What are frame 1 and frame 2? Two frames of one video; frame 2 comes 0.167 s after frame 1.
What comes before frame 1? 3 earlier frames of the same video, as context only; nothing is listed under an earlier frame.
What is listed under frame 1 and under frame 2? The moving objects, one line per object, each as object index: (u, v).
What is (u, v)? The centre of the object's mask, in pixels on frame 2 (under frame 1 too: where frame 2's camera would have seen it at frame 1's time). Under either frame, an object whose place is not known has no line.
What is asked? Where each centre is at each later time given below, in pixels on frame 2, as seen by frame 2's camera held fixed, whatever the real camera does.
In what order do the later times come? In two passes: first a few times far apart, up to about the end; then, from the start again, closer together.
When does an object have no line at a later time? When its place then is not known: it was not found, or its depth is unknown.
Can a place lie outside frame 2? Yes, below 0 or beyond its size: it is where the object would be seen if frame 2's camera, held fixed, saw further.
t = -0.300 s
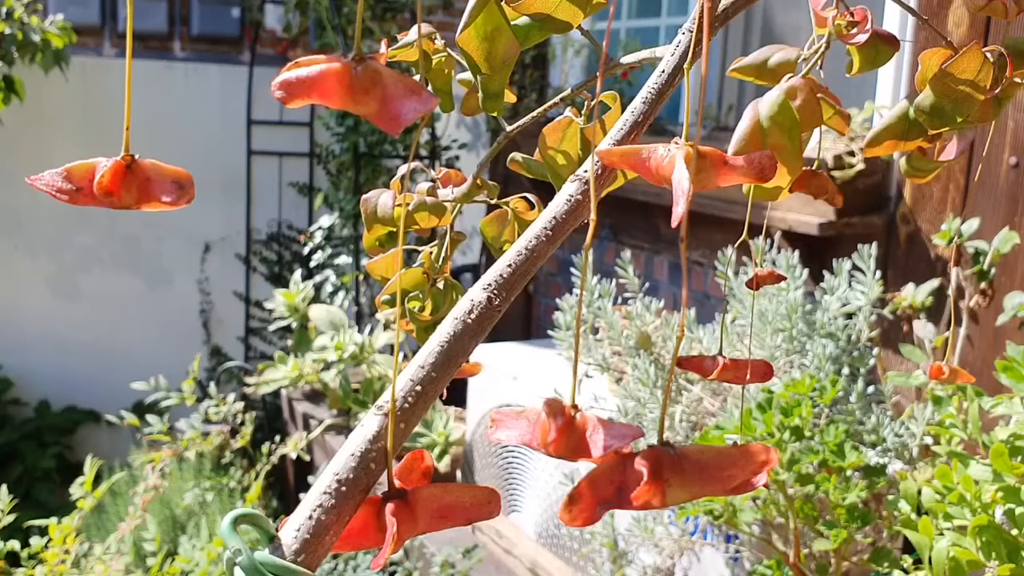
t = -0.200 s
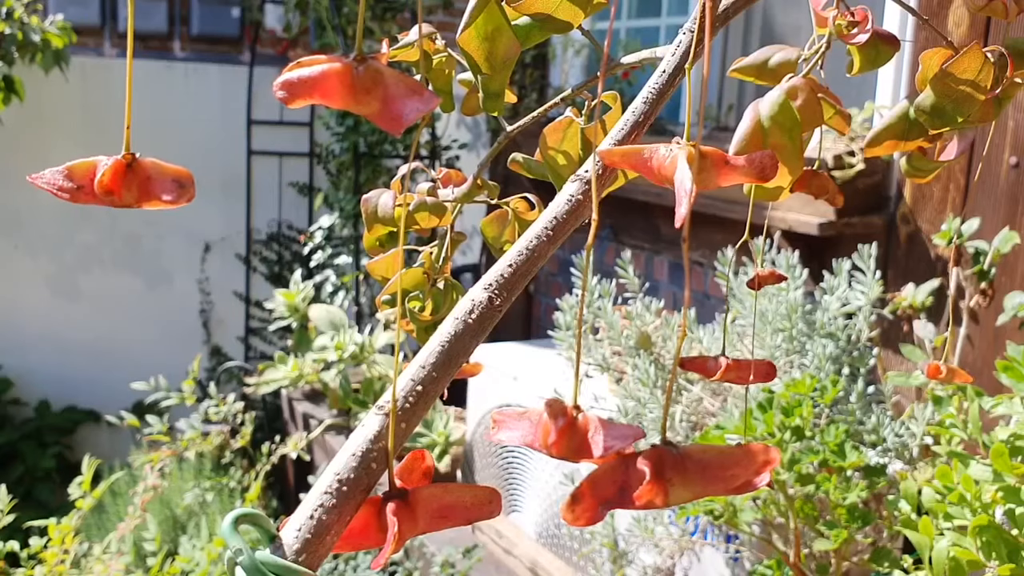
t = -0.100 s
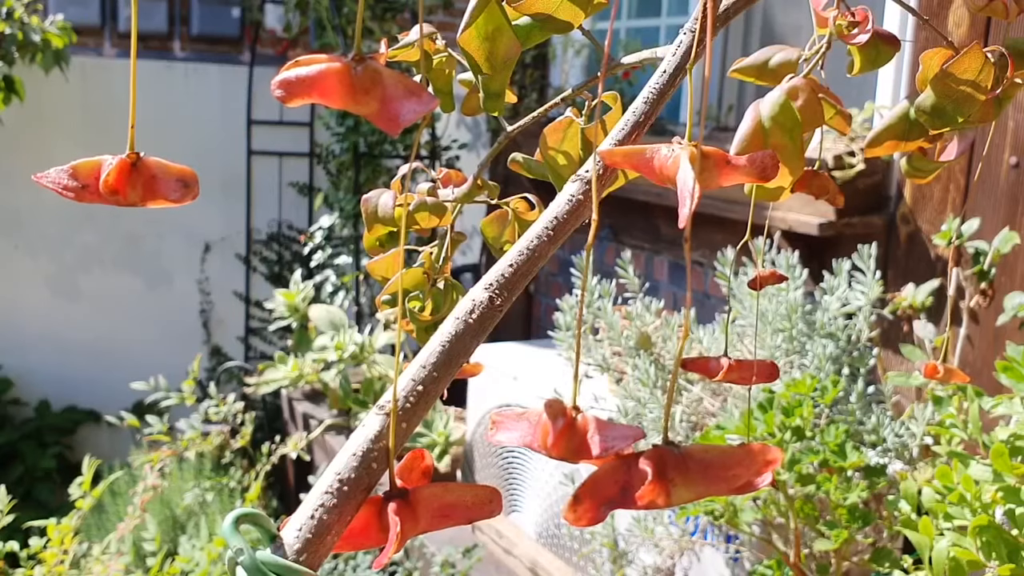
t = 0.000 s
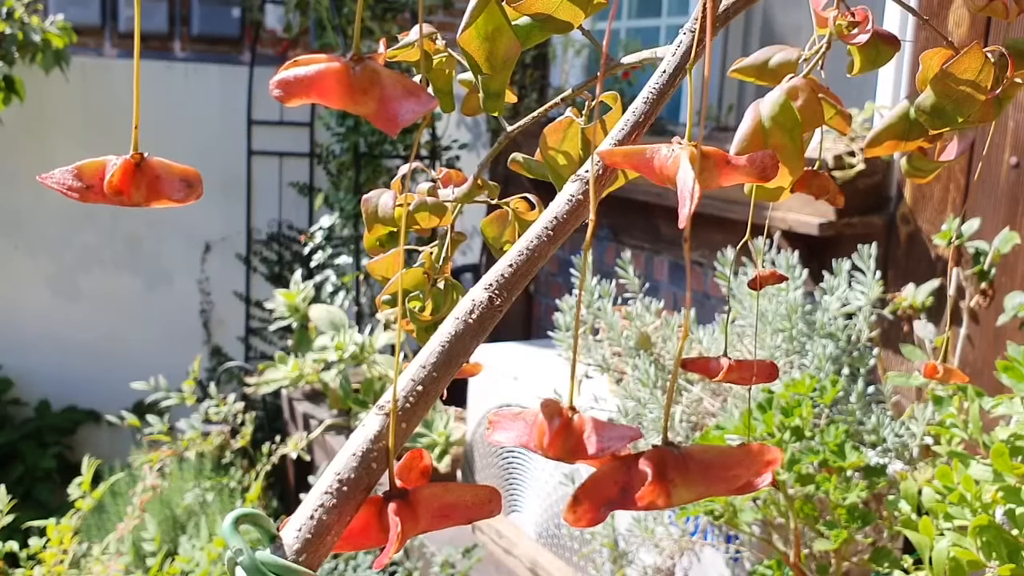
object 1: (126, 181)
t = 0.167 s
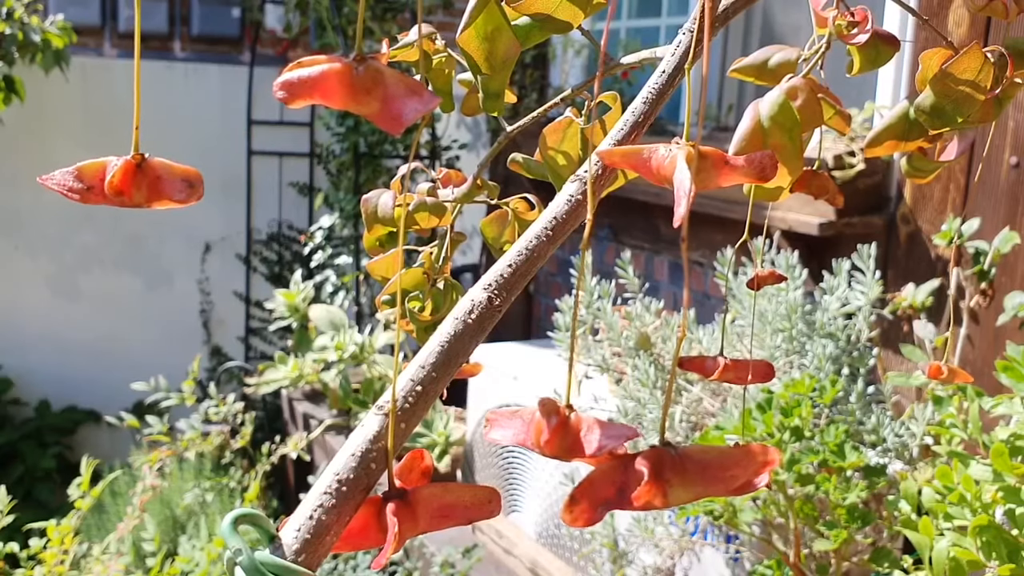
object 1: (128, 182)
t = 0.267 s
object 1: (124, 183)
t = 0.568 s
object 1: (120, 181)
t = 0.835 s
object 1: (129, 183)
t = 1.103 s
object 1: (116, 182)
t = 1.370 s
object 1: (127, 182)
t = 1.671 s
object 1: (118, 183)
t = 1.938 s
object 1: (123, 181)
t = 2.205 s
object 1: (126, 182)
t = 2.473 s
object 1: (116, 182)
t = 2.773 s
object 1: (129, 181)
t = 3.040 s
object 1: (118, 182)
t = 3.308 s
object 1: (125, 180)
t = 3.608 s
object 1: (122, 183)
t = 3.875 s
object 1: (124, 182)
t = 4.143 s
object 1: (124, 182)
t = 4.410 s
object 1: (121, 182)
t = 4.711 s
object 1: (125, 182)
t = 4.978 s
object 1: (120, 182)
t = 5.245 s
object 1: (124, 182)
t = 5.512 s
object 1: (124, 182)
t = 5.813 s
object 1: (122, 182)
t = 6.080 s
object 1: (125, 182)
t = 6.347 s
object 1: (118, 182)
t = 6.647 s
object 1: (125, 182)
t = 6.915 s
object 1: (120, 182)
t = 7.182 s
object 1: (122, 182)
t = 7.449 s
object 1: (124, 182)
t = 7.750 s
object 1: (119, 182)
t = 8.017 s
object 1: (125, 182)
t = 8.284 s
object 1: (119, 182)
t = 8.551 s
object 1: (123, 181)
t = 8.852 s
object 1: (121, 181)
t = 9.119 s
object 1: (121, 182)
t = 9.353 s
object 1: (125, 180)
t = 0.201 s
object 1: (127, 183)
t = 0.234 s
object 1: (126, 183)
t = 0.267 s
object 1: (124, 183)
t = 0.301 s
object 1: (122, 183)
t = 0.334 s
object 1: (121, 183)
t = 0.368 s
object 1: (119, 183)
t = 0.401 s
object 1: (118, 183)
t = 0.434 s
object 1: (118, 183)
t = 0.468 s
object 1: (118, 182)
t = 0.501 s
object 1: (118, 182)
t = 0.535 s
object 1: (119, 182)
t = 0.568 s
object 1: (120, 181)
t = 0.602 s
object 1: (122, 182)
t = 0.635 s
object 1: (124, 182)
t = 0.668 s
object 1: (126, 182)
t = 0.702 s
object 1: (128, 182)
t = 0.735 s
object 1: (129, 182)
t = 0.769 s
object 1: (129, 182)
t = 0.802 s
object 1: (129, 182)
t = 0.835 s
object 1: (129, 183)
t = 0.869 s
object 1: (127, 183)
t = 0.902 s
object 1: (125, 183)
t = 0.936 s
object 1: (123, 183)
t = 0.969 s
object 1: (121, 183)
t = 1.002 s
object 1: (119, 183)
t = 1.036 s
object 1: (118, 183)
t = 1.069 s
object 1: (117, 183)
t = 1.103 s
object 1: (116, 182)
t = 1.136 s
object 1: (116, 182)
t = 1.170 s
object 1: (117, 182)
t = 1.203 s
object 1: (118, 181)
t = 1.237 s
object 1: (120, 181)
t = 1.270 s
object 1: (122, 181)
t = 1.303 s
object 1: (124, 181)
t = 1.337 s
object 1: (126, 181)
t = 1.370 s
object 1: (127, 182)
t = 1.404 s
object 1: (128, 181)
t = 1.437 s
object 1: (129, 182)
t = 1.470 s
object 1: (128, 182)
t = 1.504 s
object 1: (127, 182)
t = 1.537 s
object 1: (126, 182)
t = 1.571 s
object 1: (124, 182)
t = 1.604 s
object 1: (122, 182)
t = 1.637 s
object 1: (120, 183)
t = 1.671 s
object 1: (118, 183)
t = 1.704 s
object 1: (117, 183)
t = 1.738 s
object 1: (116, 183)
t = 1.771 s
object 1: (116, 182)
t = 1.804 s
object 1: (117, 182)
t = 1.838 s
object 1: (118, 182)
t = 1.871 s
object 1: (120, 181)
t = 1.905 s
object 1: (121, 181)
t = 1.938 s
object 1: (123, 181)
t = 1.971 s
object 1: (125, 181)
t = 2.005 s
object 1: (127, 181)
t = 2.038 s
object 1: (128, 181)
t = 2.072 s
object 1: (129, 182)
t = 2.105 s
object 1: (129, 182)
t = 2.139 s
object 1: (129, 182)
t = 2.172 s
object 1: (127, 182)
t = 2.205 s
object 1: (126, 182)
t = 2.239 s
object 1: (124, 182)
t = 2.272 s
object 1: (122, 182)
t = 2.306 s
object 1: (120, 182)
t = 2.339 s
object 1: (118, 182)
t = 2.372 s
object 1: (116, 182)
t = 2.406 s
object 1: (116, 182)
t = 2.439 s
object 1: (115, 182)
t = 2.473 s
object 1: (116, 182)
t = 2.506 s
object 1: (118, 182)
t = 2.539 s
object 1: (119, 182)
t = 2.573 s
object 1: (121, 181)
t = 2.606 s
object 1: (123, 181)
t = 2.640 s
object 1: (125, 181)
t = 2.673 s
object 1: (127, 181)
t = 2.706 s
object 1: (129, 181)
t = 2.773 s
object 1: (129, 181)
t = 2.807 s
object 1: (127, 182)
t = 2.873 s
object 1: (126, 182)
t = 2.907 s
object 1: (122, 182)
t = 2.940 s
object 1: (121, 182)
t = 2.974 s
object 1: (120, 182)
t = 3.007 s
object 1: (119, 182)
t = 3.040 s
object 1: (118, 182)
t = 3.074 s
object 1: (118, 182)
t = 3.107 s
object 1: (118, 182)
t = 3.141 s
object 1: (119, 182)
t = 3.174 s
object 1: (120, 182)
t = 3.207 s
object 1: (121, 181)
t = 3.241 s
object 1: (123, 181)
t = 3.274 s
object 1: (124, 181)
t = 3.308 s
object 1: (125, 180)
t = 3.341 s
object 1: (126, 180)
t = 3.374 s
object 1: (127, 180)
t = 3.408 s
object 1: (127, 181)
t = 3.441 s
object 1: (127, 181)
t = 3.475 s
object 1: (126, 181)
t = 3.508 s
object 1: (126, 182)
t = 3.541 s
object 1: (124, 182)
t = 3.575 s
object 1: (123, 182)
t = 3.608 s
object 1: (122, 183)
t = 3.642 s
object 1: (121, 183)
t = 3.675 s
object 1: (120, 183)
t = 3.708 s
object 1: (120, 182)
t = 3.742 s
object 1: (120, 183)
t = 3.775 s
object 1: (121, 183)
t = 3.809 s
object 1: (122, 182)
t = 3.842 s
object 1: (123, 182)
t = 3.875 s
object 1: (124, 182)
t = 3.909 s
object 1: (125, 182)
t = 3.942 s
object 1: (126, 182)
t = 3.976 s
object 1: (126, 182)
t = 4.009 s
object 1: (126, 182)
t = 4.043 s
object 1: (126, 182)
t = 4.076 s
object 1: (126, 182)
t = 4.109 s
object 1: (125, 182)
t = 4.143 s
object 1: (124, 182)
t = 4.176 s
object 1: (123, 182)
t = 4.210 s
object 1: (123, 182)
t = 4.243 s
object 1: (122, 182)
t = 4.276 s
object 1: (121, 182)
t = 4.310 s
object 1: (121, 182)
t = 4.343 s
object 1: (121, 182)
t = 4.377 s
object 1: (121, 182)
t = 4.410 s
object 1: (121, 182)
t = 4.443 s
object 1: (121, 182)
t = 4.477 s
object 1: (122, 182)
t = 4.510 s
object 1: (122, 182)
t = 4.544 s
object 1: (123, 182)
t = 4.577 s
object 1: (124, 182)
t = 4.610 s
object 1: (124, 182)
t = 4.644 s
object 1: (125, 182)
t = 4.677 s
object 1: (125, 182)
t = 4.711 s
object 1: (125, 182)
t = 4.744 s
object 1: (125, 181)
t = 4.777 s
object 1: (124, 182)
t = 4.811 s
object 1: (124, 182)
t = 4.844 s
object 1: (123, 182)
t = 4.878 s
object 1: (122, 182)
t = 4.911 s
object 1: (121, 182)
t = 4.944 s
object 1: (121, 182)
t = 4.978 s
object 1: (120, 182)
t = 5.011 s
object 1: (120, 182)
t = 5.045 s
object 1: (120, 182)
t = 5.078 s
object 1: (120, 182)
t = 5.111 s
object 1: (120, 182)
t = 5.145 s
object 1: (121, 182)
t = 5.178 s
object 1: (122, 182)
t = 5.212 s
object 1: (123, 182)
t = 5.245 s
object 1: (124, 182)
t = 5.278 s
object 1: (124, 182)
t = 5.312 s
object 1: (125, 182)
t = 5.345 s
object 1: (125, 182)
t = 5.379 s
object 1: (125, 182)
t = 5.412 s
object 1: (125, 182)
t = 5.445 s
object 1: (125, 182)
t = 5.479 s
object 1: (124, 182)
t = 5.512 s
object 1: (124, 182)
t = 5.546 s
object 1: (123, 182)
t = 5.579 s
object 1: (122, 182)
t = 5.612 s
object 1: (121, 182)
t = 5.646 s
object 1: (121, 182)
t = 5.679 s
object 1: (121, 182)
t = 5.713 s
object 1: (121, 182)
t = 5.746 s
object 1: (121, 182)
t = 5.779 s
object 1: (122, 182)
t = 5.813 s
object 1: (122, 182)
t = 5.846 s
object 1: (123, 182)
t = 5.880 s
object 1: (124, 182)
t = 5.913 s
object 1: (125, 182)
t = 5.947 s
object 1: (126, 182)
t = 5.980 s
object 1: (126, 182)
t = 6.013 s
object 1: (126, 182)
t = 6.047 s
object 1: (126, 182)
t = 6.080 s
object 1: (125, 182)
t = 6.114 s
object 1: (124, 183)
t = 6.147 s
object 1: (123, 183)
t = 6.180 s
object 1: (122, 182)
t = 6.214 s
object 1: (121, 182)
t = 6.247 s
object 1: (120, 182)
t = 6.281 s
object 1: (119, 182)
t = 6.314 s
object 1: (118, 182)
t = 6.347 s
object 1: (118, 182)
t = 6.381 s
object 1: (119, 182)
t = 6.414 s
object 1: (119, 182)
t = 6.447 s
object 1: (120, 182)
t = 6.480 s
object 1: (121, 182)
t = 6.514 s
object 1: (122, 182)
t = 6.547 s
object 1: (123, 182)
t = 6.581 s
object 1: (124, 182)
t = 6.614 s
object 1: (124, 182)
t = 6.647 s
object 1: (125, 182)
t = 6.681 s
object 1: (125, 182)
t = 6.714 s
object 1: (125, 182)
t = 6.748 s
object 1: (124, 182)
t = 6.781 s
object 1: (123, 182)
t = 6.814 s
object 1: (122, 182)
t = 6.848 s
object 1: (121, 182)
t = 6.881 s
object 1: (121, 182)
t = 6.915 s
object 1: (120, 182)
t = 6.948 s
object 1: (120, 182)
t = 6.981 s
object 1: (119, 182)
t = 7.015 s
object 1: (119, 182)
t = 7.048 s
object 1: (119, 182)
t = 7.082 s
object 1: (120, 182)
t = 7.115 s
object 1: (120, 182)
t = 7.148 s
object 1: (121, 182)
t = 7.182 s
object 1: (122, 182)
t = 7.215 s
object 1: (123, 182)
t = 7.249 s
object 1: (124, 182)
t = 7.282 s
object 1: (124, 182)
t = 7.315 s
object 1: (125, 182)
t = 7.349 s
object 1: (125, 182)
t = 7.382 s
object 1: (125, 182)
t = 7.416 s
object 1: (124, 182)
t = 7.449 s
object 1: (124, 182)
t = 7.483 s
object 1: (122, 182)
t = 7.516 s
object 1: (121, 182)
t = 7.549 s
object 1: (120, 182)
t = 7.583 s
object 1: (119, 182)
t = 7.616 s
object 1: (119, 182)
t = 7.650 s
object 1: (118, 182)
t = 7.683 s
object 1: (118, 182)
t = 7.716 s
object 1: (118, 182)
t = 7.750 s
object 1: (119, 182)
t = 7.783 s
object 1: (120, 182)
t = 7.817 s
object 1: (121, 182)
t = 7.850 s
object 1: (122, 182)
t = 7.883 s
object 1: (123, 182)
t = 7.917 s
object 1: (124, 182)
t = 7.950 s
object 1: (125, 182)
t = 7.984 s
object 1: (125, 182)
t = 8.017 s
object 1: (125, 182)
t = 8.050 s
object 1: (125, 182)
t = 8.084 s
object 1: (124, 182)
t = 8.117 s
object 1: (124, 182)
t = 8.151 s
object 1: (123, 182)
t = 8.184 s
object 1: (122, 182)
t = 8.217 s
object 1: (121, 182)
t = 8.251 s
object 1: (120, 182)
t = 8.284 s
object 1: (119, 182)
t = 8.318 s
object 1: (119, 182)
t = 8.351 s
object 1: (119, 182)
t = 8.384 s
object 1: (119, 182)
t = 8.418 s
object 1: (120, 182)
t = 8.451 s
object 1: (120, 182)
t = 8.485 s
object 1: (121, 182)
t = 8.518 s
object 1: (122, 181)
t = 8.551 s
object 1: (123, 181)
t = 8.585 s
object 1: (123, 181)
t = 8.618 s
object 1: (124, 181)
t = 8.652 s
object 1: (124, 181)
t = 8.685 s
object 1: (124, 181)
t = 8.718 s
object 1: (124, 181)
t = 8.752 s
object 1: (123, 181)
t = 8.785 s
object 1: (123, 181)
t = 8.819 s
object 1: (122, 181)
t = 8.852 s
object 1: (121, 181)
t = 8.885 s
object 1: (120, 181)
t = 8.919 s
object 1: (119, 182)
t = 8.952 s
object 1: (119, 182)
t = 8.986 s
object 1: (118, 182)
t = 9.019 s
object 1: (119, 182)
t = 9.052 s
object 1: (119, 181)
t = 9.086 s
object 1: (120, 182)
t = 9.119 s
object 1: (121, 182)
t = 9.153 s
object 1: (122, 181)
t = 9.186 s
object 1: (123, 181)
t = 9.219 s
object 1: (124, 181)
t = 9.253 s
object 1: (125, 181)
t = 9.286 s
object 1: (126, 180)
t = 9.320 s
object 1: (126, 180)
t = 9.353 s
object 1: (125, 180)
